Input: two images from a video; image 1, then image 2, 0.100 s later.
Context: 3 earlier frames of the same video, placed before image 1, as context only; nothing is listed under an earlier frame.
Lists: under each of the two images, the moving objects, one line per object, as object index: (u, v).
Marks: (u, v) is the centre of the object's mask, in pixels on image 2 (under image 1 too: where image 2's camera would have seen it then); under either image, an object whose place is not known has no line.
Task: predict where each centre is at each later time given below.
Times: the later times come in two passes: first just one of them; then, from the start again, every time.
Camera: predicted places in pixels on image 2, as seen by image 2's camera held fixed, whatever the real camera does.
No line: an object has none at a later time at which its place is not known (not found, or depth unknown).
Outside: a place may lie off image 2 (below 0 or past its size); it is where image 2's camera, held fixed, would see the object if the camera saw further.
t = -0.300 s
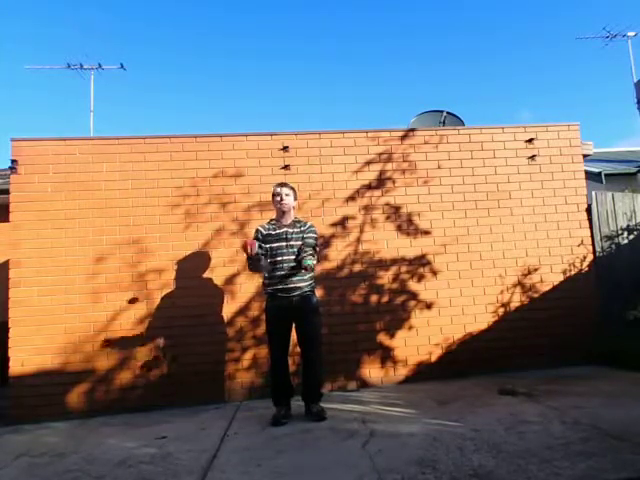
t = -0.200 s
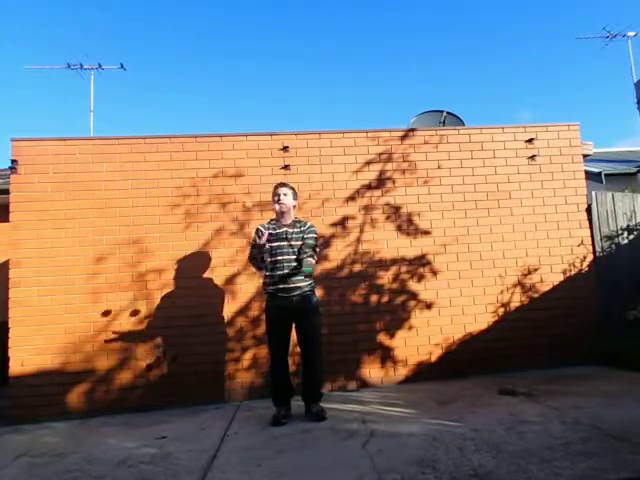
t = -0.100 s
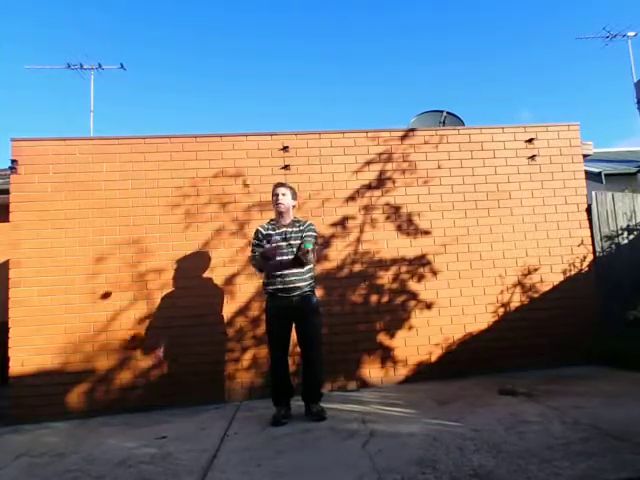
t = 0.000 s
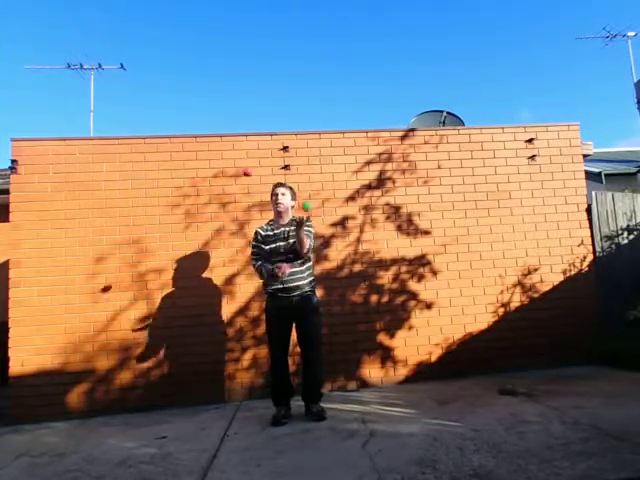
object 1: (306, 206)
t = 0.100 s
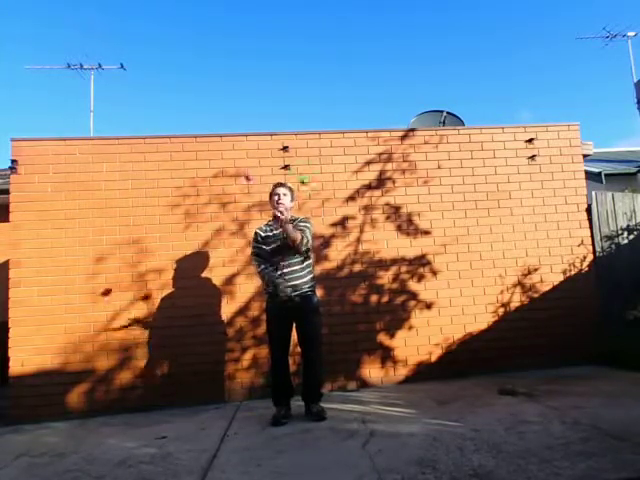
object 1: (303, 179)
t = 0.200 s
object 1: (301, 167)
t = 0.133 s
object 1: (303, 174)
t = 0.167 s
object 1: (302, 169)
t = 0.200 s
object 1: (301, 167)
